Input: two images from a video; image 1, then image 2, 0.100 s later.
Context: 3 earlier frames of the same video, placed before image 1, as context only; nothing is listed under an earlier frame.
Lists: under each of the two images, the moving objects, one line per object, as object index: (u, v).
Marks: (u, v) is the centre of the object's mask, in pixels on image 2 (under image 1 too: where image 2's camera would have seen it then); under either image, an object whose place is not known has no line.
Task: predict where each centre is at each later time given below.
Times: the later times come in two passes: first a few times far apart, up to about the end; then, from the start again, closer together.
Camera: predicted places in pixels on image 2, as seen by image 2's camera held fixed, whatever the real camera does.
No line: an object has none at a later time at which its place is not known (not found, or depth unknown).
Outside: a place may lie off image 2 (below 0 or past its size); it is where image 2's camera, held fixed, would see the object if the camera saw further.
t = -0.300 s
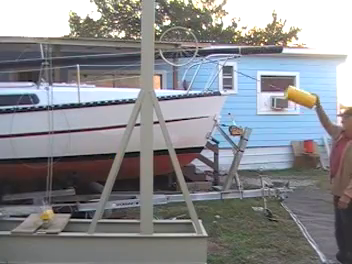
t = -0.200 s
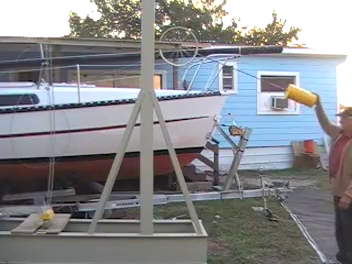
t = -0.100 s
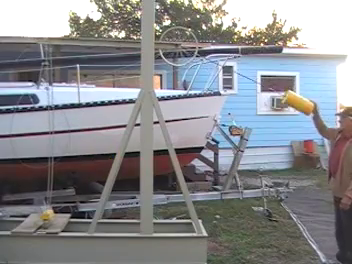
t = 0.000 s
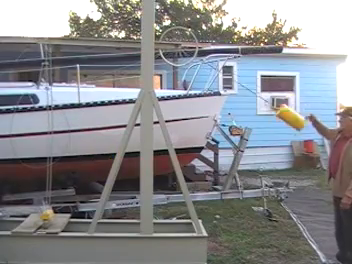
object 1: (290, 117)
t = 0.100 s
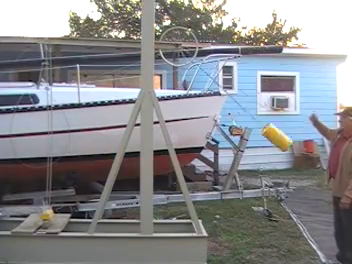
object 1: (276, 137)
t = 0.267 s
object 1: (233, 171)
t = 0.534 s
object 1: (129, 176)
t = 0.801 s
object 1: (64, 124)
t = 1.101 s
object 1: (48, 95)
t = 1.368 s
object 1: (66, 126)
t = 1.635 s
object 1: (133, 178)
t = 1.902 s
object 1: (238, 169)
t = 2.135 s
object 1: (288, 122)
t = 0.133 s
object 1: (270, 144)
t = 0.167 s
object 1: (262, 151)
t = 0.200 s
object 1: (254, 159)
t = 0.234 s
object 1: (244, 165)
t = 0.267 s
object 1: (233, 171)
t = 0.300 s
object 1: (221, 176)
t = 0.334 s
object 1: (209, 179)
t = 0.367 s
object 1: (196, 181)
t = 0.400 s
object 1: (183, 183)
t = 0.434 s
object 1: (168, 183)
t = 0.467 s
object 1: (158, 181)
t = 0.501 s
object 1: (137, 182)
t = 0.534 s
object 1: (129, 176)
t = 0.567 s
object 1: (121, 171)
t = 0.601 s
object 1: (104, 167)
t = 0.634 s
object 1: (97, 159)
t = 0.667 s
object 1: (89, 151)
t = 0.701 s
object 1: (80, 144)
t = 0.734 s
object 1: (74, 137)
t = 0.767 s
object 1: (68, 130)
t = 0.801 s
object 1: (64, 124)
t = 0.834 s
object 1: (60, 118)
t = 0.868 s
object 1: (57, 112)
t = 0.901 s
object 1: (54, 107)
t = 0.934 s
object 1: (53, 103)
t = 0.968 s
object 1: (52, 100)
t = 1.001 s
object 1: (50, 98)
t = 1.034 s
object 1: (49, 96)
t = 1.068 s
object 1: (48, 95)
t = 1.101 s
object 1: (48, 95)
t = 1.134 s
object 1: (49, 96)
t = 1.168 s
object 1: (50, 98)
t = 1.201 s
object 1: (52, 101)
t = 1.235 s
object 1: (53, 105)
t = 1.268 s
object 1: (56, 109)
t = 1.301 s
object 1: (58, 114)
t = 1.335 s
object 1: (62, 120)
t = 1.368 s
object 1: (66, 126)
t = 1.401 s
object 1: (72, 133)
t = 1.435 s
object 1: (78, 141)
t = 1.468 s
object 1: (84, 148)
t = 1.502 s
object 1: (93, 155)
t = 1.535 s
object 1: (102, 162)
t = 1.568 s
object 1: (113, 167)
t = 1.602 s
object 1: (124, 173)
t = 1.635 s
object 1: (133, 178)
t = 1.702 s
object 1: (162, 182)
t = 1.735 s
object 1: (174, 185)
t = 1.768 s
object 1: (190, 181)
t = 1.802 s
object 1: (202, 180)
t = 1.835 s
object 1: (215, 177)
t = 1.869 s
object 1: (227, 175)
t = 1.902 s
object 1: (238, 169)
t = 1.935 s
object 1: (248, 163)
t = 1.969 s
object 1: (258, 157)
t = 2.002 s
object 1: (266, 149)
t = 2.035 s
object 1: (273, 142)
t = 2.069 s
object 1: (279, 135)
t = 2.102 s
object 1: (283, 129)
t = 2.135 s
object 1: (288, 122)
